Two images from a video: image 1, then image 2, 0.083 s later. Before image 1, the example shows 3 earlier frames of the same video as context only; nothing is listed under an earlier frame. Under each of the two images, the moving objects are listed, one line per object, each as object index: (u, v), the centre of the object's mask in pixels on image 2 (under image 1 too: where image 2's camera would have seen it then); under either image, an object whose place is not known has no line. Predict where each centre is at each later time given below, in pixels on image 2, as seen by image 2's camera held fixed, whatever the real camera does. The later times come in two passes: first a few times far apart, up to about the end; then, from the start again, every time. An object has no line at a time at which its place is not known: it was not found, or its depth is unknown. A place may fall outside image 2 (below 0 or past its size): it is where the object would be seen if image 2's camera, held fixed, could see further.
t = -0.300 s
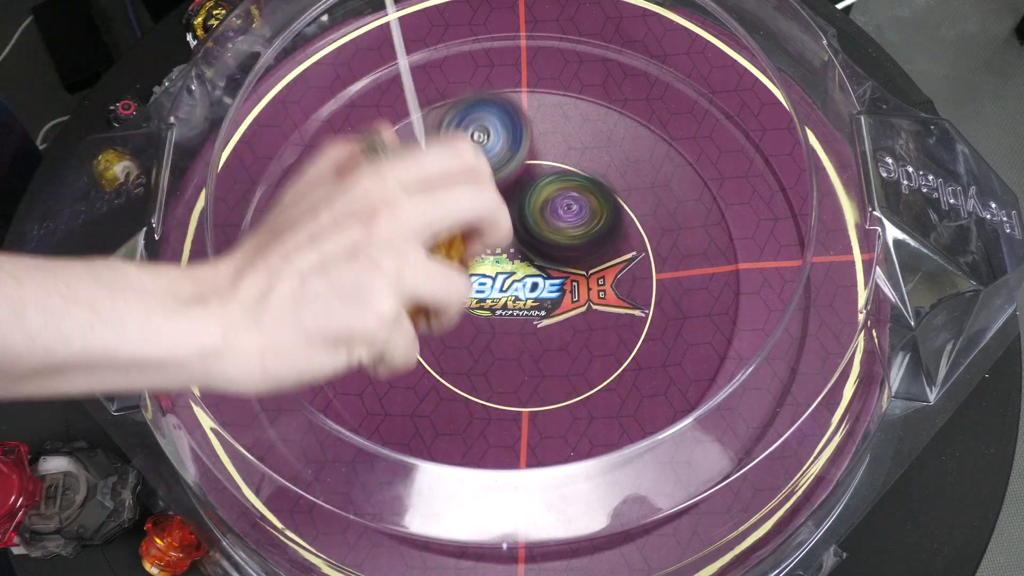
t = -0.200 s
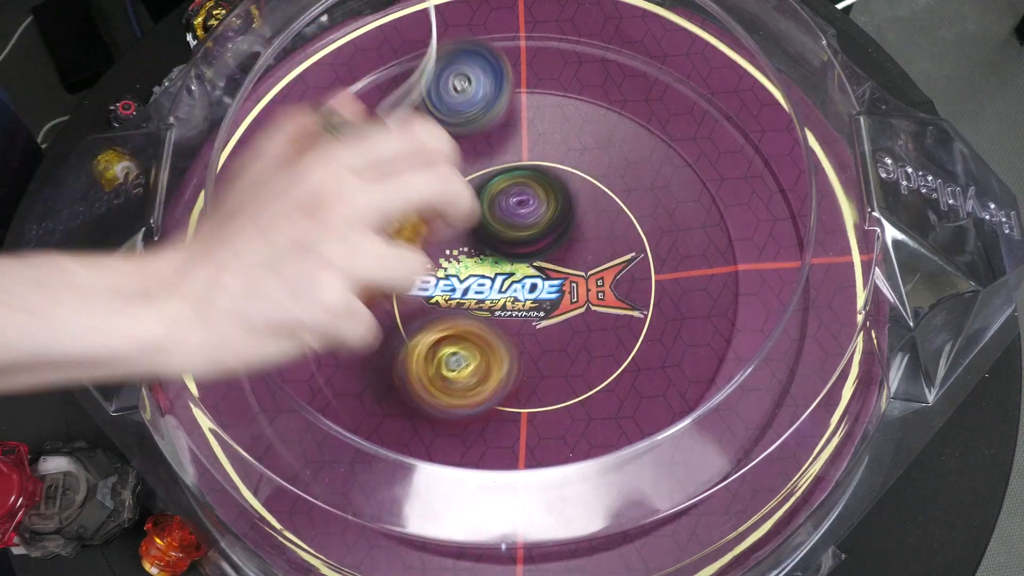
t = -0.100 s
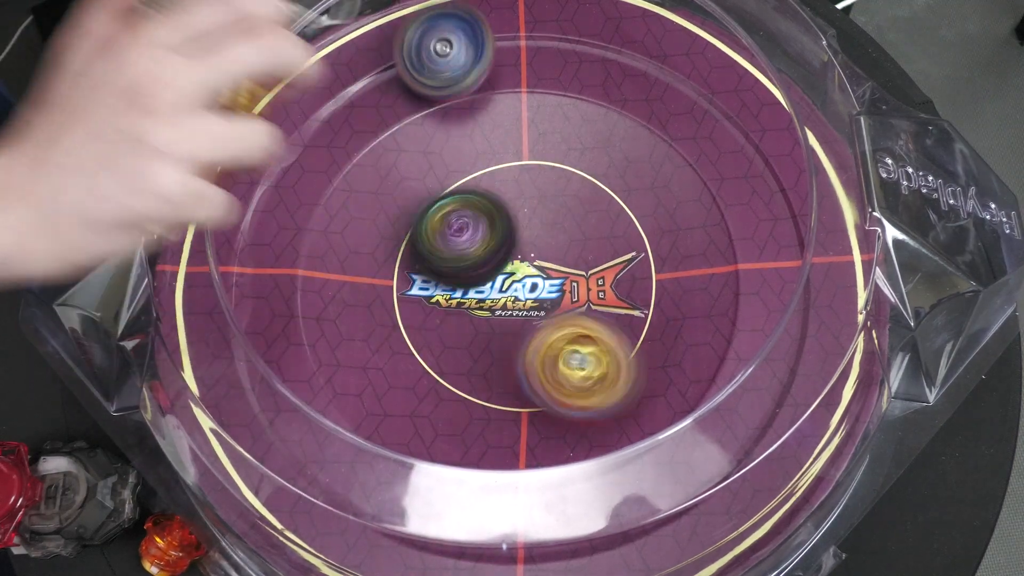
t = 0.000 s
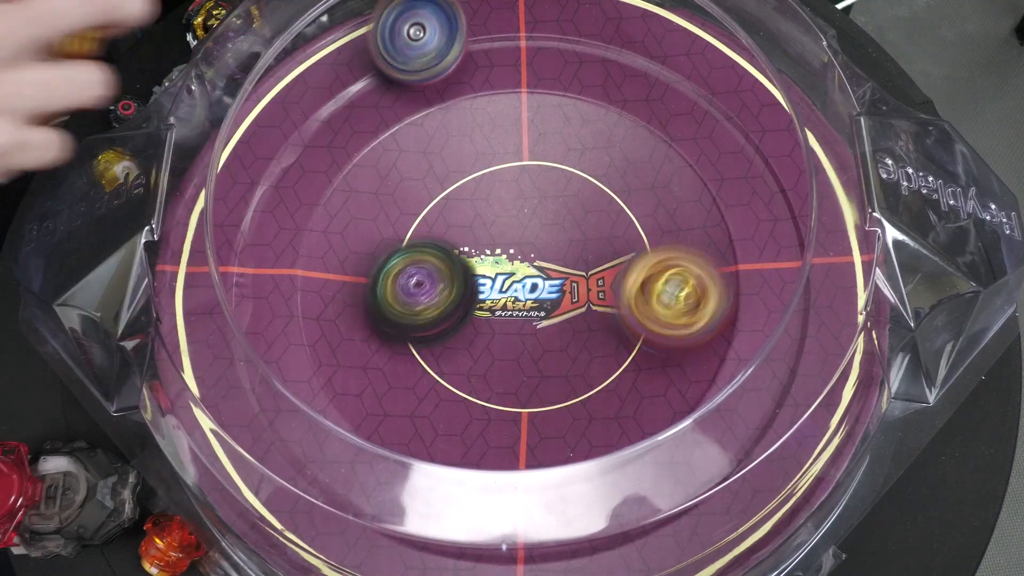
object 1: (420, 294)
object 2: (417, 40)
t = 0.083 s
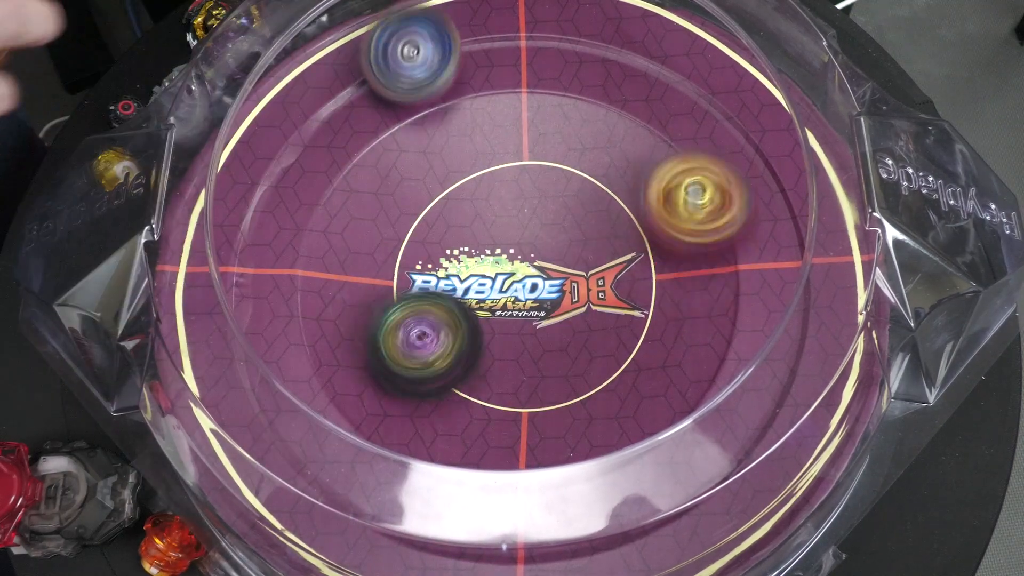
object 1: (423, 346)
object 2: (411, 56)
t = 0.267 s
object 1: (532, 397)
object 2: (377, 87)
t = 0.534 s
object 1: (604, 217)
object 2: (294, 142)
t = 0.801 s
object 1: (438, 227)
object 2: (259, 219)
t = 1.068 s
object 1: (567, 390)
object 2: (257, 284)
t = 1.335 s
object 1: (646, 219)
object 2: (248, 316)
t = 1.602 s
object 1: (378, 208)
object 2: (255, 350)
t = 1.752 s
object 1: (369, 304)
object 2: (248, 430)
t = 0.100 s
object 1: (427, 355)
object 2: (411, 60)
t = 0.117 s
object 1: (432, 362)
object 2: (409, 64)
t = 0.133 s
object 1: (440, 370)
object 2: (407, 67)
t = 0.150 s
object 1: (449, 379)
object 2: (404, 69)
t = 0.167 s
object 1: (458, 384)
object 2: (402, 72)
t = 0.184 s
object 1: (468, 391)
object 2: (398, 76)
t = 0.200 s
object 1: (479, 392)
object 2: (394, 78)
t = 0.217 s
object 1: (490, 396)
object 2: (391, 80)
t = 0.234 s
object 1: (504, 398)
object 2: (387, 83)
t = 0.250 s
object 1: (518, 398)
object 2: (382, 86)
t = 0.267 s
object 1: (532, 397)
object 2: (377, 87)
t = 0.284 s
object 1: (544, 393)
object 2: (372, 89)
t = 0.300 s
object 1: (559, 389)
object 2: (365, 91)
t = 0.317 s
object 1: (570, 383)
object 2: (359, 92)
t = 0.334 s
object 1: (582, 376)
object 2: (354, 93)
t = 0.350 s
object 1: (595, 368)
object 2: (347, 96)
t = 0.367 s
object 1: (604, 357)
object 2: (341, 97)
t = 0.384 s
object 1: (611, 345)
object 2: (335, 97)
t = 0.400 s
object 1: (620, 331)
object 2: (328, 99)
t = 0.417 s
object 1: (625, 319)
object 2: (322, 99)
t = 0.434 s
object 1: (627, 305)
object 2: (320, 102)
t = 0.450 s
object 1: (629, 289)
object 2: (319, 105)
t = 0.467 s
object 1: (629, 274)
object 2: (316, 112)
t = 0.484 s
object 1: (626, 259)
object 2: (309, 118)
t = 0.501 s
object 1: (620, 243)
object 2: (303, 126)
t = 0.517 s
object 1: (613, 230)
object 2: (297, 135)
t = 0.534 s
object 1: (604, 217)
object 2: (294, 142)
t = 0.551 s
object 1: (593, 206)
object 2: (290, 149)
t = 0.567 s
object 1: (583, 196)
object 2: (286, 157)
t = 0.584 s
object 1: (569, 185)
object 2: (282, 162)
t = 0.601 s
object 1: (555, 176)
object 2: (278, 167)
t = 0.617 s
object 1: (539, 169)
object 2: (273, 173)
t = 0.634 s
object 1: (523, 164)
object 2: (269, 180)
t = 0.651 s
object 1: (506, 159)
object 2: (265, 184)
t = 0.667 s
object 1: (490, 157)
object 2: (264, 188)
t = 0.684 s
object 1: (472, 154)
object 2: (261, 194)
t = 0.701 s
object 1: (455, 154)
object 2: (262, 198)
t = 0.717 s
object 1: (445, 160)
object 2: (262, 202)
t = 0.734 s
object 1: (445, 172)
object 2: (262, 206)
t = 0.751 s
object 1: (444, 186)
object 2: (261, 210)
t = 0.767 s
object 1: (442, 199)
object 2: (261, 213)
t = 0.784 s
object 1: (441, 211)
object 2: (260, 215)
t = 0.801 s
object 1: (438, 227)
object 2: (259, 219)
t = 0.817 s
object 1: (437, 241)
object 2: (254, 224)
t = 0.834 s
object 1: (434, 257)
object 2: (254, 233)
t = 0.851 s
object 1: (433, 274)
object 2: (243, 238)
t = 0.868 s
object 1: (432, 290)
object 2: (243, 246)
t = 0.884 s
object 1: (436, 309)
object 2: (242, 252)
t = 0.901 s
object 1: (443, 324)
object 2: (243, 259)
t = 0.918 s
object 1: (450, 340)
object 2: (245, 262)
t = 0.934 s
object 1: (459, 352)
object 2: (257, 264)
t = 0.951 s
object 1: (469, 363)
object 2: (252, 270)
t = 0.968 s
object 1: (482, 373)
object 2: (253, 272)
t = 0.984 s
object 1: (493, 380)
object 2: (262, 272)
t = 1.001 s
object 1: (508, 385)
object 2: (263, 276)
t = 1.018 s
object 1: (521, 388)
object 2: (258, 279)
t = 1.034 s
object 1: (538, 391)
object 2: (258, 280)
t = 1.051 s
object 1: (550, 391)
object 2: (258, 283)
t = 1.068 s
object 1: (567, 390)
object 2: (257, 284)
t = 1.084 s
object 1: (579, 387)
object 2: (256, 286)
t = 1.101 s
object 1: (595, 383)
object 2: (254, 289)
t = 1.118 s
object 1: (606, 377)
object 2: (252, 291)
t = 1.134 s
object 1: (620, 370)
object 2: (250, 292)
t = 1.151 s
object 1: (630, 362)
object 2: (250, 295)
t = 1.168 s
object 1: (640, 353)
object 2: (248, 297)
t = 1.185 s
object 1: (650, 342)
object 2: (247, 299)
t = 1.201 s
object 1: (658, 330)
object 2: (248, 301)
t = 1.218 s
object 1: (662, 317)
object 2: (248, 303)
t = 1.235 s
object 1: (666, 303)
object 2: (246, 305)
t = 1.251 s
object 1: (668, 290)
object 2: (249, 306)
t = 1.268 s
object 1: (668, 275)
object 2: (249, 309)
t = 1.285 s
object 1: (664, 262)
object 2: (248, 311)
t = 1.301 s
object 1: (659, 248)
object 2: (250, 312)
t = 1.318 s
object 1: (654, 233)
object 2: (249, 315)
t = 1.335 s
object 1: (646, 219)
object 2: (248, 316)
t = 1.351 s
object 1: (636, 207)
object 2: (249, 318)
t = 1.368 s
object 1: (623, 197)
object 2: (249, 320)
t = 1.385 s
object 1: (609, 187)
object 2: (248, 321)
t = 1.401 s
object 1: (595, 178)
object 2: (250, 323)
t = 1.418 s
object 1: (577, 173)
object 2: (249, 324)
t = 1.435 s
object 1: (560, 166)
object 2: (250, 324)
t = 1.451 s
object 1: (541, 164)
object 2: (252, 325)
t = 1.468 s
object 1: (522, 162)
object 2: (251, 327)
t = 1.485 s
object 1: (503, 161)
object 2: (251, 329)
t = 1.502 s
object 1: (481, 163)
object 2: (252, 332)
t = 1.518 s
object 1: (464, 165)
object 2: (251, 335)
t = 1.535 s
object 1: (445, 171)
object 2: (251, 337)
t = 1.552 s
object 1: (425, 177)
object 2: (252, 341)
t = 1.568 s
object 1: (409, 186)
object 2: (252, 344)
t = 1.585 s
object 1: (394, 195)
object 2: (253, 346)
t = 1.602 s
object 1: (378, 208)
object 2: (255, 350)
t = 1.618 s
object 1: (366, 220)
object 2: (255, 352)
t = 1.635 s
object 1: (355, 236)
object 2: (257, 354)
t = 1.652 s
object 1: (347, 250)
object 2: (258, 357)
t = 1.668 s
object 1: (340, 266)
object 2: (259, 358)
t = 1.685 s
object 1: (335, 282)
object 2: (263, 362)
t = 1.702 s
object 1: (338, 293)
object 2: (255, 377)
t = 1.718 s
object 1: (347, 295)
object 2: (253, 396)
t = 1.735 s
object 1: (355, 300)
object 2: (247, 412)
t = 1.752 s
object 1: (369, 304)
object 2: (248, 430)
